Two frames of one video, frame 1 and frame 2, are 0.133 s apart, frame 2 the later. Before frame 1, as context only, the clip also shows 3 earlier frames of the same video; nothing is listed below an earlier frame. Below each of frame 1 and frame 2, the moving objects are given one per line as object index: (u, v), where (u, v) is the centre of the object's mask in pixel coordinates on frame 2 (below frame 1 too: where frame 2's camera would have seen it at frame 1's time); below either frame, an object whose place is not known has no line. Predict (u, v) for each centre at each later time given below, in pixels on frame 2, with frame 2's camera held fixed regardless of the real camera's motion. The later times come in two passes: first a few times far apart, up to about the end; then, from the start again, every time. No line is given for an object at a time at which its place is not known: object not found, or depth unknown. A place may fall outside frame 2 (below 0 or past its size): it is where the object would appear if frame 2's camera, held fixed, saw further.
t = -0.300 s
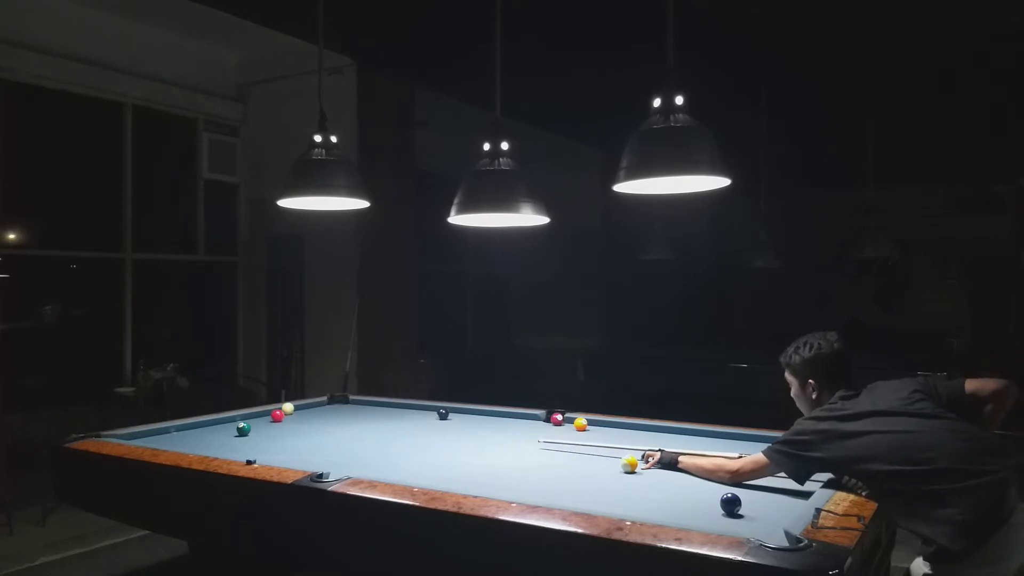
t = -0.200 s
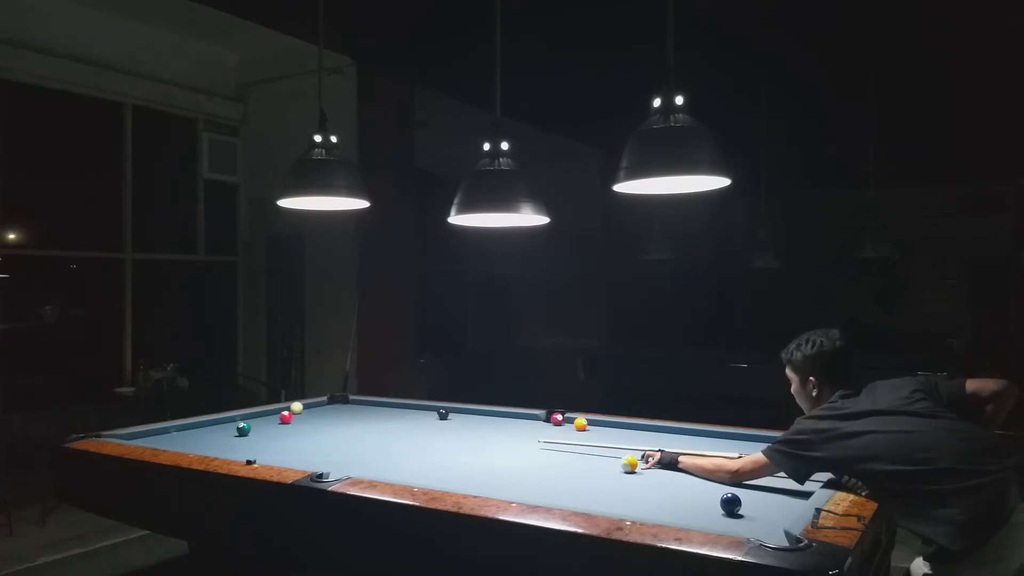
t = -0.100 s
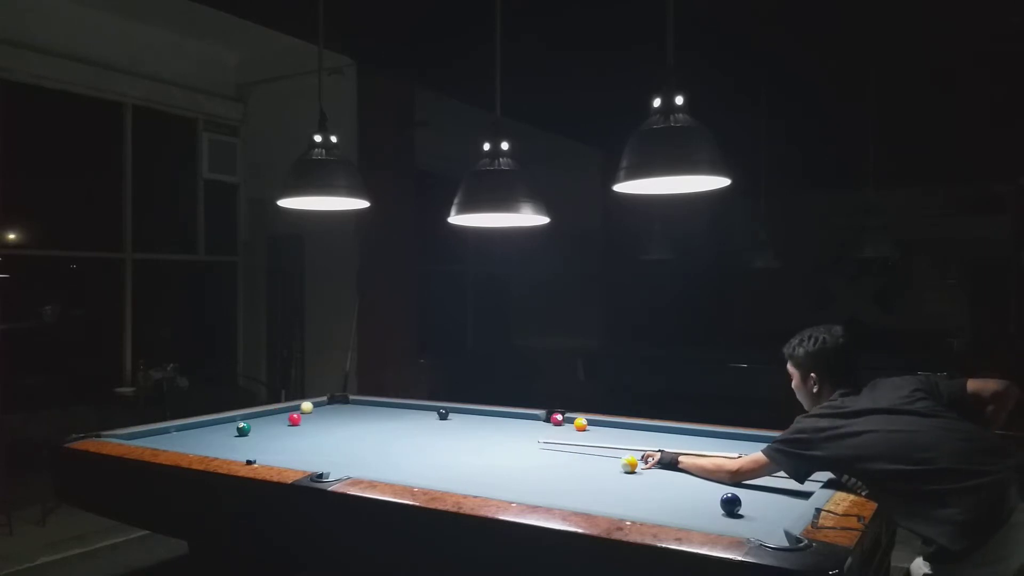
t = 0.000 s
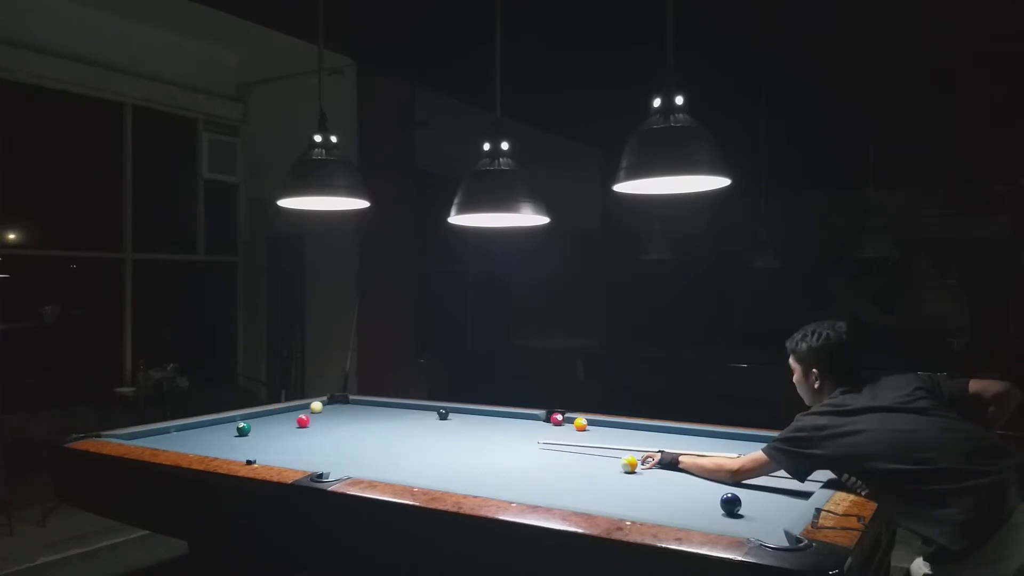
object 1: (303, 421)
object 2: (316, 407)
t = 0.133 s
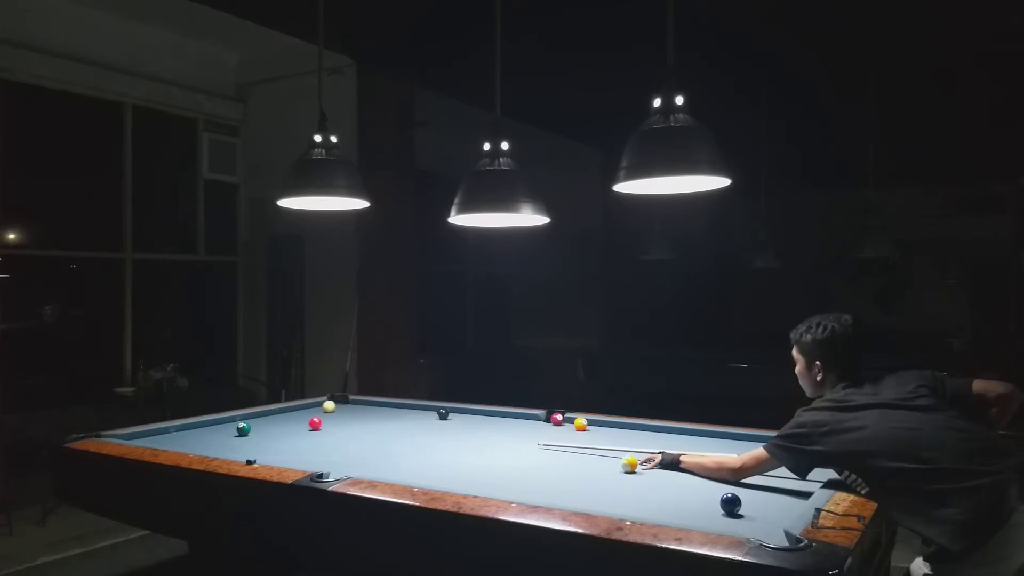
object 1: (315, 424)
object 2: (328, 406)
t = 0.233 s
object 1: (324, 426)
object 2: (338, 406)
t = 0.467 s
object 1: (346, 430)
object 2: (358, 406)
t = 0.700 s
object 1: (369, 435)
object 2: (377, 405)
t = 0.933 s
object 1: (392, 440)
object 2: (392, 404)
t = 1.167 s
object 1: (417, 445)
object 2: (395, 406)
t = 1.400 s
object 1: (442, 450)
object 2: (399, 407)
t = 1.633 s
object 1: (468, 456)
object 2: (402, 408)
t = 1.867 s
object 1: (494, 461)
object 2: (405, 409)
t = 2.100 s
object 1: (522, 467)
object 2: (407, 410)
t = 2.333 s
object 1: (550, 473)
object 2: (409, 411)
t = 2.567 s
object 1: (579, 480)
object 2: (411, 412)
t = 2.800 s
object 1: (608, 485)
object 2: (412, 412)
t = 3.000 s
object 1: (634, 491)
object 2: (413, 413)
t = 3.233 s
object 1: (665, 498)
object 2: (413, 413)
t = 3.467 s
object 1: (696, 504)
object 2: (414, 413)
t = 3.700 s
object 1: (728, 511)
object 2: (414, 413)
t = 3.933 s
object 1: (759, 518)
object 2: (414, 413)
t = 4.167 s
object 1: (771, 520)
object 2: (414, 413)
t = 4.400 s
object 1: (753, 519)
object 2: (414, 413)
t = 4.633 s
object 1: (737, 517)
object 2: (414, 413)
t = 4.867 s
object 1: (724, 516)
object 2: (413, 413)
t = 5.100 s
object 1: (713, 516)
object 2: (413, 413)
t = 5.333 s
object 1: (705, 515)
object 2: (413, 413)
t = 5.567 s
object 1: (699, 514)
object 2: (413, 413)
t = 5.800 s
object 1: (695, 513)
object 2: (413, 413)
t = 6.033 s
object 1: (693, 513)
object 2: (413, 413)
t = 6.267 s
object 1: (693, 512)
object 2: (413, 413)
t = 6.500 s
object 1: (693, 512)
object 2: (413, 413)
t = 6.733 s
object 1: (693, 512)
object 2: (413, 413)
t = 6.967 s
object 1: (693, 512)
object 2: (413, 413)
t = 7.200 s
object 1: (693, 512)
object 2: (413, 413)
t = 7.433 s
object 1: (693, 513)
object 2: (413, 413)
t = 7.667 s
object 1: (693, 513)
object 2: (413, 413)
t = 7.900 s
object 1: (693, 513)
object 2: (413, 413)
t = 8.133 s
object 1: (693, 513)
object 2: (413, 413)
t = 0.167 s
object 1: (318, 424)
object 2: (332, 407)
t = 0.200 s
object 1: (321, 425)
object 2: (335, 407)
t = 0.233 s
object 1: (324, 426)
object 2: (338, 406)
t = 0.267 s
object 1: (327, 426)
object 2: (341, 406)
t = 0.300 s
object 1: (331, 427)
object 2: (344, 406)
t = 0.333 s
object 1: (334, 428)
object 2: (347, 406)
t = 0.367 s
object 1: (337, 428)
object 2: (350, 406)
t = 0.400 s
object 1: (340, 429)
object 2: (353, 406)
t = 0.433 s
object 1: (343, 430)
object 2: (356, 406)
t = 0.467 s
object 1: (346, 430)
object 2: (358, 406)
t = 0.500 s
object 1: (349, 431)
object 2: (361, 405)
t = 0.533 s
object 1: (353, 431)
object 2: (364, 405)
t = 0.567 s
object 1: (356, 432)
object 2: (367, 405)
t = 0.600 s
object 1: (359, 433)
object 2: (370, 405)
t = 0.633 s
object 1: (362, 433)
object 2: (372, 405)
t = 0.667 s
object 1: (366, 434)
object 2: (375, 405)
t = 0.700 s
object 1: (369, 435)
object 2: (377, 405)
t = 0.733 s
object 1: (372, 436)
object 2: (380, 405)
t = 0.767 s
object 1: (376, 436)
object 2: (383, 404)
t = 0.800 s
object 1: (379, 437)
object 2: (385, 404)
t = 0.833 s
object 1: (382, 438)
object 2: (388, 404)
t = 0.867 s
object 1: (386, 438)
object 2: (390, 404)
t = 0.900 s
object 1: (389, 439)
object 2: (391, 404)
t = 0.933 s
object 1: (392, 440)
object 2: (392, 404)
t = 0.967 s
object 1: (396, 440)
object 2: (392, 405)
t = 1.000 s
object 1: (399, 441)
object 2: (393, 405)
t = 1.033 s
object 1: (402, 442)
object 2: (393, 405)
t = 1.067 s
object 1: (406, 443)
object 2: (394, 405)
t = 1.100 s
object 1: (410, 444)
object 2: (394, 405)
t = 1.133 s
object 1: (413, 444)
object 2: (395, 405)
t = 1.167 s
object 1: (417, 445)
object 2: (395, 406)
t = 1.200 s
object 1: (420, 446)
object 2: (396, 406)
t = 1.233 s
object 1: (423, 446)
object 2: (396, 406)
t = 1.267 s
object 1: (427, 447)
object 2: (397, 406)
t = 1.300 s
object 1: (431, 448)
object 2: (397, 406)
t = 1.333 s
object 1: (434, 449)
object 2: (398, 407)
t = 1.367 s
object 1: (438, 449)
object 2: (398, 407)
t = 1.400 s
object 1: (442, 450)
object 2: (399, 407)
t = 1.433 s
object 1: (445, 451)
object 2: (399, 407)
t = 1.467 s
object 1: (449, 452)
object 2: (400, 408)
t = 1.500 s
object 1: (452, 453)
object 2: (400, 408)
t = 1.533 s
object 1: (456, 454)
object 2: (401, 408)
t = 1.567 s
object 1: (460, 454)
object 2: (401, 408)
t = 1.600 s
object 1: (464, 456)
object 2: (401, 408)
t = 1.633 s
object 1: (468, 456)
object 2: (402, 408)
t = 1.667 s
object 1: (471, 456)
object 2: (403, 408)
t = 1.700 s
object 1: (475, 457)
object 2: (403, 408)
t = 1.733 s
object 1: (479, 458)
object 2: (403, 409)
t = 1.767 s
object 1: (483, 459)
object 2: (404, 409)
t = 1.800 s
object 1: (486, 460)
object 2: (404, 409)
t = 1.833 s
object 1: (490, 461)
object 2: (404, 409)
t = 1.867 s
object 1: (494, 461)
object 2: (405, 409)
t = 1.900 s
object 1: (498, 462)
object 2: (405, 410)
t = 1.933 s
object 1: (502, 463)
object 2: (405, 410)
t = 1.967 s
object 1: (506, 464)
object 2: (406, 410)
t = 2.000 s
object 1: (510, 464)
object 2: (406, 410)
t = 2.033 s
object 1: (514, 466)
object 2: (406, 410)
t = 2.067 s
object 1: (518, 466)
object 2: (406, 410)
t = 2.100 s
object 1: (522, 467)
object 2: (407, 410)
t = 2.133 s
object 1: (526, 468)
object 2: (407, 411)
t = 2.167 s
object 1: (529, 469)
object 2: (407, 411)
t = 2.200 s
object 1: (534, 469)
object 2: (408, 411)
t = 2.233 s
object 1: (538, 471)
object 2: (408, 411)
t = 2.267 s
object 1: (542, 471)
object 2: (408, 411)
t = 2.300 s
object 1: (546, 472)
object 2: (409, 411)
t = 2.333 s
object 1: (550, 473)
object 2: (409, 411)
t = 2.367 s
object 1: (554, 474)
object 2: (409, 411)
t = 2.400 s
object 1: (558, 475)
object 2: (409, 411)
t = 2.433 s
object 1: (562, 476)
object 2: (410, 412)
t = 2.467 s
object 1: (566, 477)
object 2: (410, 412)
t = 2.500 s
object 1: (571, 477)
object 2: (410, 412)
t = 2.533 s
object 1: (575, 478)
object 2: (411, 412)
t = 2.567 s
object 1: (579, 480)
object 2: (411, 412)
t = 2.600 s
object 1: (583, 481)
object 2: (411, 412)
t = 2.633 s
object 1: (587, 481)
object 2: (411, 412)
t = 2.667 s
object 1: (591, 482)
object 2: (412, 412)
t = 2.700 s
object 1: (596, 483)
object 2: (412, 412)
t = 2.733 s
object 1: (600, 484)
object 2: (412, 412)
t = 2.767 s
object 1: (604, 484)
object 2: (412, 412)
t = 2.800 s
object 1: (608, 485)
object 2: (412, 412)
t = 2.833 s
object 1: (613, 486)
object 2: (412, 413)
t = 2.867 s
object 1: (617, 487)
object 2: (412, 413)
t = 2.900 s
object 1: (622, 488)
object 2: (413, 413)
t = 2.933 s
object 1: (626, 489)
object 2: (413, 413)
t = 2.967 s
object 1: (630, 490)
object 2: (413, 413)
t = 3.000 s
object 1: (634, 491)
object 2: (413, 413)
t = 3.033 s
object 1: (639, 492)
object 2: (413, 413)
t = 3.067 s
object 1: (643, 493)
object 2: (413, 413)
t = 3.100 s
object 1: (647, 494)
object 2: (413, 413)
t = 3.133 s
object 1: (652, 495)
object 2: (413, 413)
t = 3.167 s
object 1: (656, 495)
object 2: (413, 413)
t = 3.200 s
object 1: (660, 497)
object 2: (413, 413)
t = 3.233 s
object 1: (665, 498)
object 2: (413, 413)
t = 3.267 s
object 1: (669, 499)
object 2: (413, 413)
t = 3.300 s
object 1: (674, 500)
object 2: (413, 413)
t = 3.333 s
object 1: (679, 501)
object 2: (414, 413)
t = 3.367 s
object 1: (683, 502)
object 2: (414, 413)
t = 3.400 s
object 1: (687, 503)
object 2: (414, 413)
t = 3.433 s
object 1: (692, 504)
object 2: (414, 413)
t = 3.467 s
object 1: (696, 504)
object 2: (414, 413)
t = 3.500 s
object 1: (701, 505)
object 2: (414, 413)
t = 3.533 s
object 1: (705, 507)
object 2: (414, 413)
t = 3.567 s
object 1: (710, 507)
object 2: (413, 413)
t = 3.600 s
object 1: (714, 508)
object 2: (414, 413)
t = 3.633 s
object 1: (719, 509)
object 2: (414, 413)
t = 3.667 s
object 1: (723, 510)
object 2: (414, 413)
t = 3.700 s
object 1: (728, 511)
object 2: (414, 413)
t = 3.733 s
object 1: (732, 512)
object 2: (414, 413)
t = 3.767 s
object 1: (737, 513)
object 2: (414, 413)
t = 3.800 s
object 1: (741, 513)
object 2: (414, 413)
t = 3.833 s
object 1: (746, 514)
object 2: (414, 413)
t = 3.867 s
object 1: (750, 515)
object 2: (414, 413)
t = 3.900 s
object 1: (755, 517)
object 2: (414, 413)
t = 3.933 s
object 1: (759, 518)
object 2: (414, 413)
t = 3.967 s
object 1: (764, 518)
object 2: (414, 413)
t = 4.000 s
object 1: (768, 519)
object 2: (414, 413)
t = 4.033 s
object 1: (773, 520)
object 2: (414, 413)
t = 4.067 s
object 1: (776, 520)
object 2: (414, 413)
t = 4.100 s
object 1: (776, 520)
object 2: (414, 413)
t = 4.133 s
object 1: (774, 520)
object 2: (414, 413)
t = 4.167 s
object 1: (771, 520)
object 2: (414, 413)
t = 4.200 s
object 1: (768, 520)
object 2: (414, 413)
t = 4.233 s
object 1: (766, 520)
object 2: (414, 413)
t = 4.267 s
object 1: (763, 520)
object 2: (414, 413)
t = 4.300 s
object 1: (760, 520)
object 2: (414, 413)
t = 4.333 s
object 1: (758, 519)
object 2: (414, 413)
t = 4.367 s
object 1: (755, 519)
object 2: (414, 413)
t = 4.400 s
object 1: (753, 519)
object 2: (414, 413)
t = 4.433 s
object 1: (751, 519)
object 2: (414, 413)
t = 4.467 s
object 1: (748, 519)
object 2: (414, 413)
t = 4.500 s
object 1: (746, 518)
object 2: (414, 413)
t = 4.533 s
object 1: (744, 518)
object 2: (414, 413)
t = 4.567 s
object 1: (742, 518)
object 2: (414, 413)
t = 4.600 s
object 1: (739, 518)
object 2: (414, 413)
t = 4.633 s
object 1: (737, 517)
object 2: (414, 413)
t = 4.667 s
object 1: (735, 517)
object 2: (414, 413)
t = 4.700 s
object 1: (733, 517)
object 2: (414, 413)
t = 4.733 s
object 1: (732, 517)
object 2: (414, 413)
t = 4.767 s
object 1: (730, 517)
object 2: (414, 413)
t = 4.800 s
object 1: (728, 517)
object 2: (414, 413)
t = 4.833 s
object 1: (726, 517)
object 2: (413, 413)
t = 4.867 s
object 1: (724, 516)
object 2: (413, 413)
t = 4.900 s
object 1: (723, 516)
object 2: (414, 413)
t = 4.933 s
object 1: (721, 516)
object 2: (414, 413)
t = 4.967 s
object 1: (719, 516)
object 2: (414, 413)
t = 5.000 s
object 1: (718, 516)
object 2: (414, 413)
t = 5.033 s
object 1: (716, 516)
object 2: (413, 413)
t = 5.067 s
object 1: (715, 516)
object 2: (413, 413)
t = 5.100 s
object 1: (713, 516)
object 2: (413, 413)
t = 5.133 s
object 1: (712, 515)
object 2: (413, 413)
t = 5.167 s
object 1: (710, 515)
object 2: (413, 413)
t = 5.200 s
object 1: (709, 515)
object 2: (413, 413)
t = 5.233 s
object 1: (708, 515)
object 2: (413, 413)
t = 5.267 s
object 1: (707, 515)
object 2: (414, 413)
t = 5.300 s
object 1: (706, 515)
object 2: (413, 413)
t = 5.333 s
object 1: (705, 515)
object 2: (413, 413)
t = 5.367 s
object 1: (704, 515)
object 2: (413, 413)
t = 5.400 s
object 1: (703, 515)
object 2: (413, 413)
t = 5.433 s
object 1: (702, 515)
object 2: (413, 413)
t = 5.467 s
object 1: (701, 514)
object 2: (413, 413)
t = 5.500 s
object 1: (700, 514)
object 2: (413, 413)
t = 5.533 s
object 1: (700, 514)
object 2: (413, 413)
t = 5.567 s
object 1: (699, 514)
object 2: (413, 413)
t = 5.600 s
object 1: (698, 514)
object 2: (413, 413)
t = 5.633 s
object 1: (697, 514)
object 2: (413, 413)
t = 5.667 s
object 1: (697, 514)
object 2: (413, 413)
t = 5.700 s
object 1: (696, 514)
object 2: (413, 413)
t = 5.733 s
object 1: (695, 513)
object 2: (413, 413)
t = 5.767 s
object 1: (695, 513)
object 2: (413, 413)
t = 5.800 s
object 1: (695, 513)
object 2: (413, 413)
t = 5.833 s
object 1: (694, 513)
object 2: (413, 413)
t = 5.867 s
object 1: (694, 513)
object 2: (413, 413)
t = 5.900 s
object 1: (694, 513)
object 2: (413, 413)
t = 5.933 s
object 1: (693, 513)
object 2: (413, 413)
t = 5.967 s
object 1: (693, 513)
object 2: (413, 413)
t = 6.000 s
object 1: (693, 513)
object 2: (413, 413)
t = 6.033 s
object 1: (693, 513)
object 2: (413, 413)
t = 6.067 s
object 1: (693, 512)
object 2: (413, 413)
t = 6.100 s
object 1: (693, 512)
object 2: (413, 413)
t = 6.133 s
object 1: (693, 512)
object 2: (413, 413)
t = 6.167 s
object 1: (693, 512)
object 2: (413, 413)
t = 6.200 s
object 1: (693, 512)
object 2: (413, 413)
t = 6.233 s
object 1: (693, 512)
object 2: (413, 413)
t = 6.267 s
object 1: (693, 512)
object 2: (413, 413)
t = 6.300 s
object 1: (692, 512)
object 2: (413, 413)
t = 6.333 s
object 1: (692, 512)
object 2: (413, 413)
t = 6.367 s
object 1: (693, 512)
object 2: (413, 413)
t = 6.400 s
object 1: (693, 512)
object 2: (413, 413)
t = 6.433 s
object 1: (693, 512)
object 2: (413, 413)
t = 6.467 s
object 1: (693, 512)
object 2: (413, 413)
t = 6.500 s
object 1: (693, 512)
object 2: (413, 413)
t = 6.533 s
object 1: (693, 512)
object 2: (413, 413)
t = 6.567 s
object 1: (693, 512)
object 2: (413, 413)
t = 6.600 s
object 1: (693, 512)
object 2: (413, 413)
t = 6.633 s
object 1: (693, 512)
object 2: (413, 413)
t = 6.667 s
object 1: (693, 512)
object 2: (413, 413)
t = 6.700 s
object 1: (693, 512)
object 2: (413, 413)
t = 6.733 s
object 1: (693, 512)
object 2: (413, 413)
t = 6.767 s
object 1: (693, 512)
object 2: (413, 413)
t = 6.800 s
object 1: (693, 513)
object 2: (413, 413)
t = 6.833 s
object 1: (693, 512)
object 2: (413, 413)
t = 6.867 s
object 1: (693, 512)
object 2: (413, 413)
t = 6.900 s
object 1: (693, 512)
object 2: (413, 413)
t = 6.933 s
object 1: (693, 512)
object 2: (413, 413)
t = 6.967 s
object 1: (693, 512)
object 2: (413, 413)
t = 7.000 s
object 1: (693, 512)
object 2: (413, 413)
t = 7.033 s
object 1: (693, 512)
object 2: (413, 413)
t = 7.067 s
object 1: (693, 512)
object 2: (413, 413)
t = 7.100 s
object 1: (693, 512)
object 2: (413, 413)
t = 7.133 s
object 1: (693, 512)
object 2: (413, 413)
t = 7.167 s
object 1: (693, 513)
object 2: (413, 413)
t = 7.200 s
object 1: (693, 512)
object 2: (413, 413)
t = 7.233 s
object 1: (693, 513)
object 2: (413, 413)
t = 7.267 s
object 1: (693, 513)
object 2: (413, 413)
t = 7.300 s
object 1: (693, 513)
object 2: (413, 413)
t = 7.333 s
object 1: (693, 513)
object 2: (413, 413)
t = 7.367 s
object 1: (693, 513)
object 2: (413, 413)
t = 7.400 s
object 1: (693, 513)
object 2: (413, 413)
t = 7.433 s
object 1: (693, 513)
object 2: (413, 413)
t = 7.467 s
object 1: (693, 513)
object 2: (413, 413)
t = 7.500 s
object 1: (693, 512)
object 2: (413, 413)
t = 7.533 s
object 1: (693, 513)
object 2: (414, 413)
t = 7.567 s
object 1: (693, 513)
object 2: (413, 413)
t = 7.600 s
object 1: (693, 513)
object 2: (414, 413)
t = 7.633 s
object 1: (693, 513)
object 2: (413, 413)
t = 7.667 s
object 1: (693, 513)
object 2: (413, 413)
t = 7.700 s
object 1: (693, 513)
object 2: (413, 413)
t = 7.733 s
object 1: (693, 513)
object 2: (413, 413)
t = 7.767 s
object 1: (693, 513)
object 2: (413, 413)
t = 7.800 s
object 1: (693, 513)
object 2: (413, 413)
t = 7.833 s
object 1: (693, 513)
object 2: (413, 413)
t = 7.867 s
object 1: (693, 513)
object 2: (413, 413)
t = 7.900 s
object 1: (693, 513)
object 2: (413, 413)
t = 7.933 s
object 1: (693, 513)
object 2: (413, 413)
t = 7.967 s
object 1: (693, 513)
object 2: (413, 413)
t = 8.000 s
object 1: (693, 513)
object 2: (413, 413)
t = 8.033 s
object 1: (693, 513)
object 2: (413, 413)
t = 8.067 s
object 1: (693, 513)
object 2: (413, 413)
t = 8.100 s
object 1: (693, 513)
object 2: (413, 413)
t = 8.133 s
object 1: (693, 513)
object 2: (413, 413)
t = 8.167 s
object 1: (693, 513)
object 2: (413, 413)
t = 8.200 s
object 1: (693, 513)
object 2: (413, 413)
